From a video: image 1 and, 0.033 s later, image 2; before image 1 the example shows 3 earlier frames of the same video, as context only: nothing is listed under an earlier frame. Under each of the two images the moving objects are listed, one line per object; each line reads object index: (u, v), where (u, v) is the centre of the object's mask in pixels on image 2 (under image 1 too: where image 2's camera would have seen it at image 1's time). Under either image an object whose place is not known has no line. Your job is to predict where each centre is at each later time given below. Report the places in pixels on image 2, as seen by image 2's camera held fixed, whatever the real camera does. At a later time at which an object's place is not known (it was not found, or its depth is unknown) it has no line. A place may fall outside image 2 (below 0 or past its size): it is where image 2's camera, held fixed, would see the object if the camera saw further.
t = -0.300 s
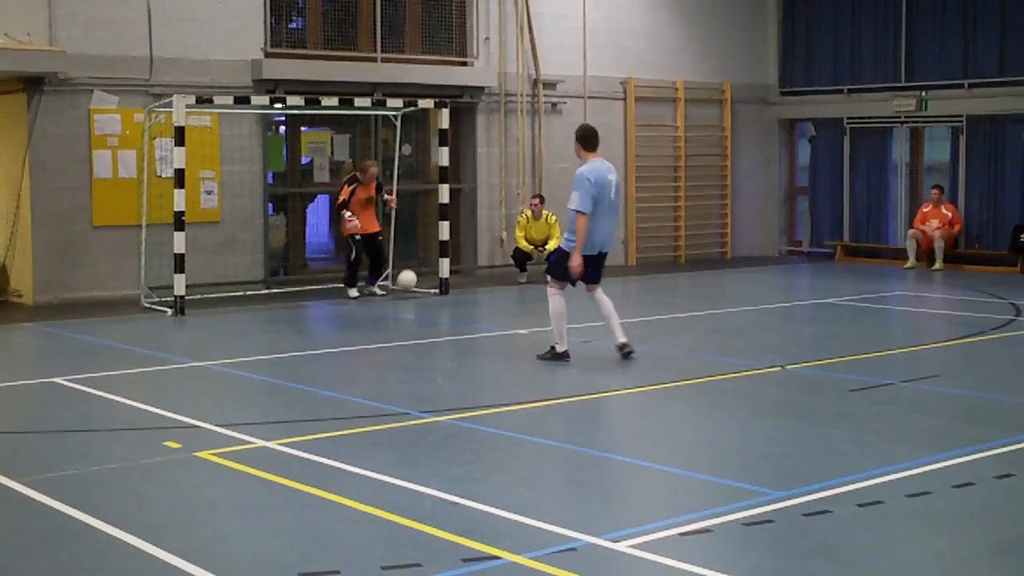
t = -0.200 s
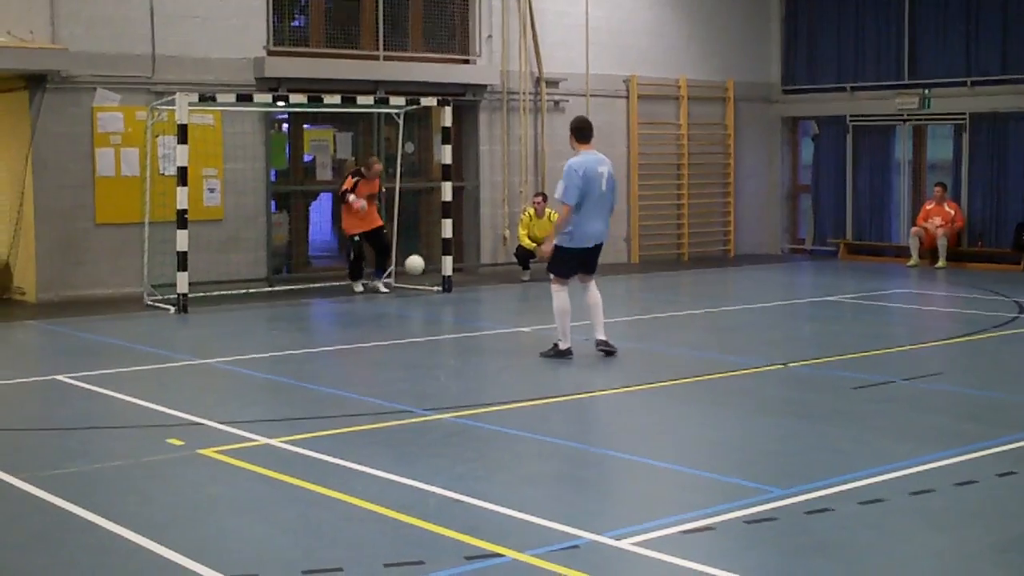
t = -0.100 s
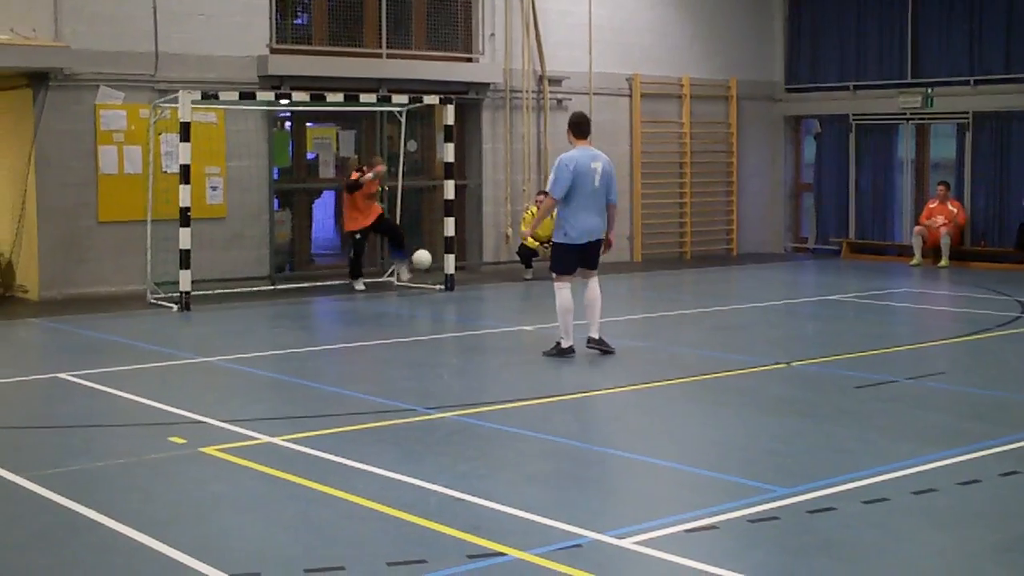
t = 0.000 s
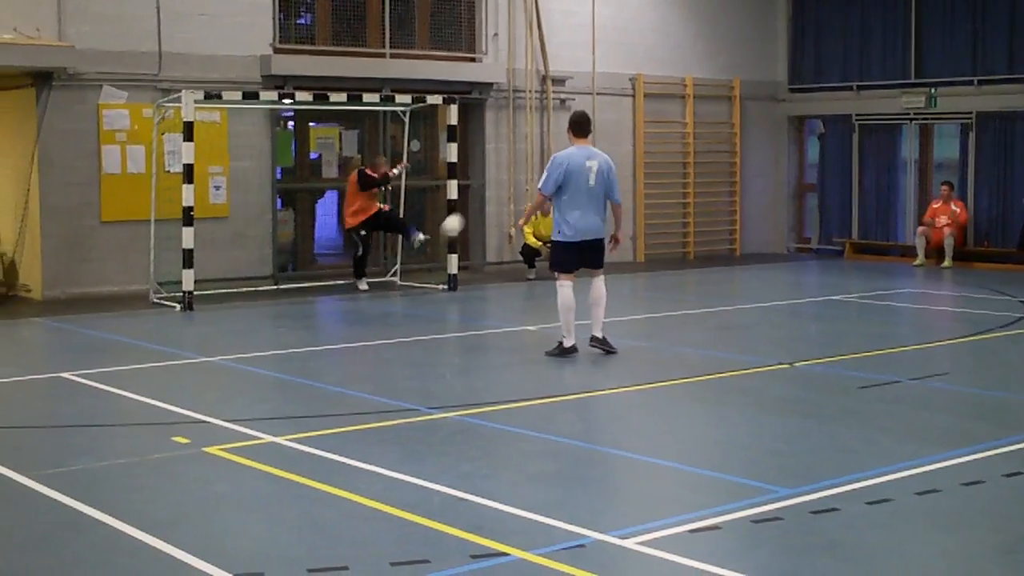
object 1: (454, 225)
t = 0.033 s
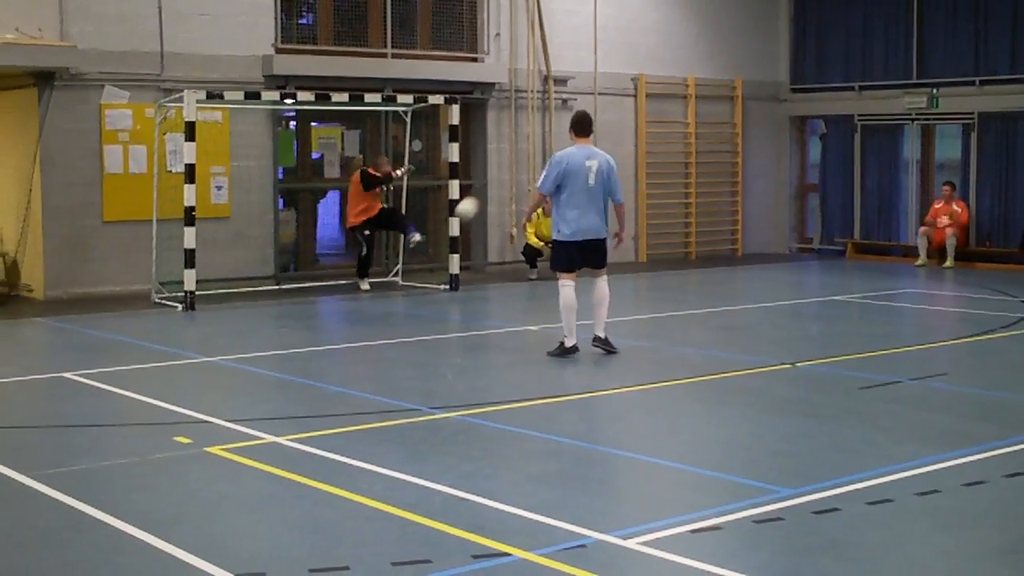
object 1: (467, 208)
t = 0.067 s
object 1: (480, 193)
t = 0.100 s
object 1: (492, 176)
